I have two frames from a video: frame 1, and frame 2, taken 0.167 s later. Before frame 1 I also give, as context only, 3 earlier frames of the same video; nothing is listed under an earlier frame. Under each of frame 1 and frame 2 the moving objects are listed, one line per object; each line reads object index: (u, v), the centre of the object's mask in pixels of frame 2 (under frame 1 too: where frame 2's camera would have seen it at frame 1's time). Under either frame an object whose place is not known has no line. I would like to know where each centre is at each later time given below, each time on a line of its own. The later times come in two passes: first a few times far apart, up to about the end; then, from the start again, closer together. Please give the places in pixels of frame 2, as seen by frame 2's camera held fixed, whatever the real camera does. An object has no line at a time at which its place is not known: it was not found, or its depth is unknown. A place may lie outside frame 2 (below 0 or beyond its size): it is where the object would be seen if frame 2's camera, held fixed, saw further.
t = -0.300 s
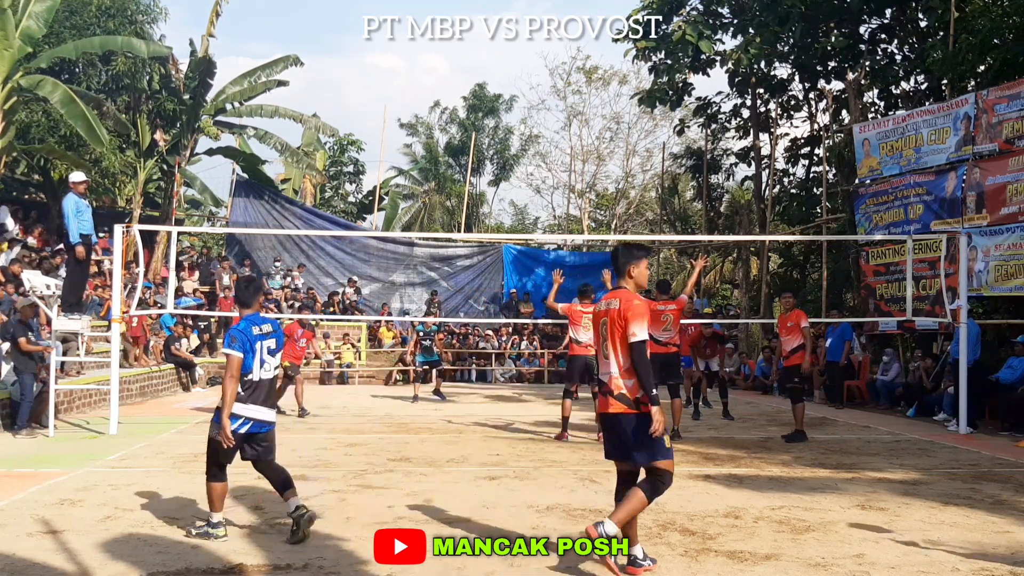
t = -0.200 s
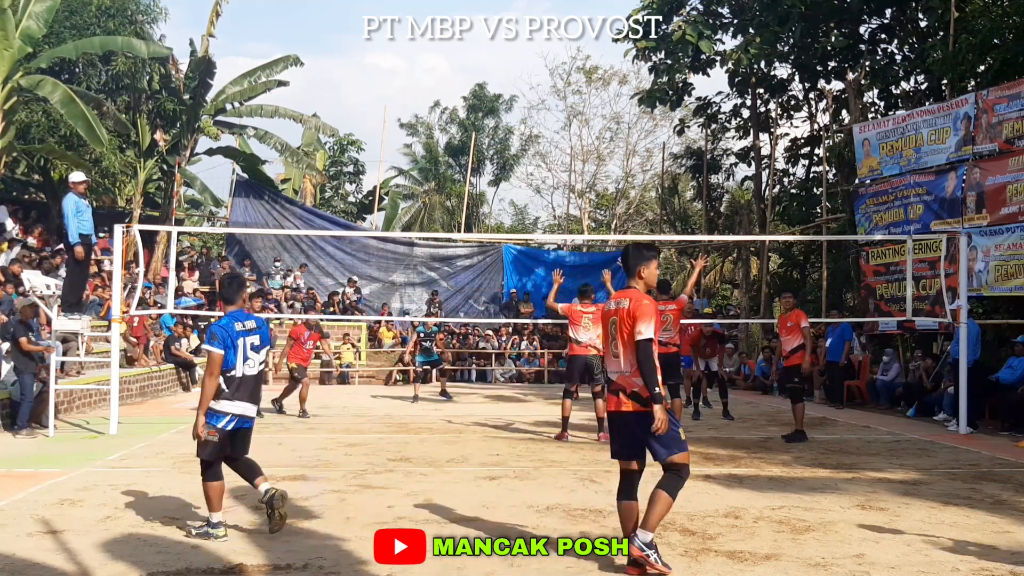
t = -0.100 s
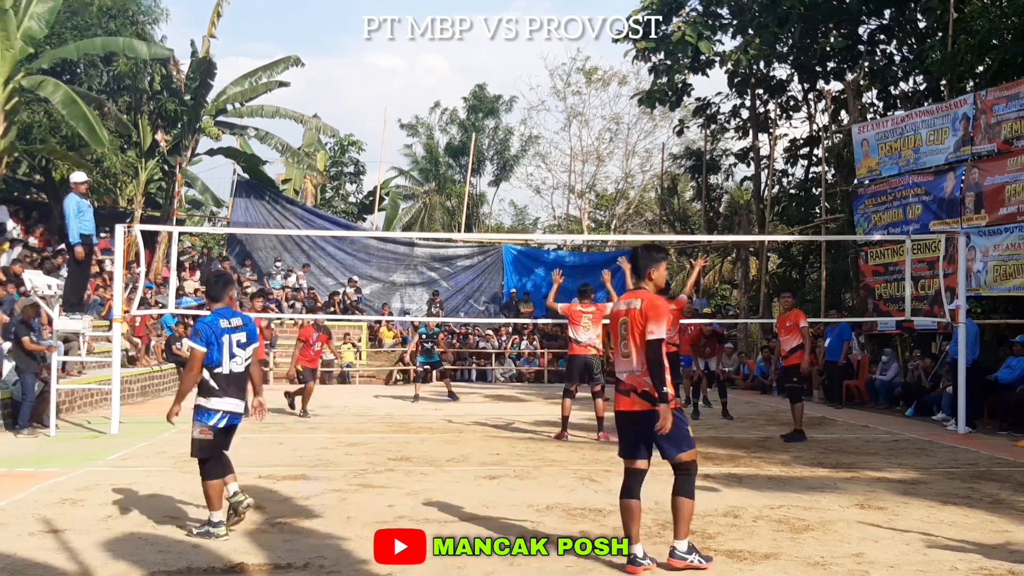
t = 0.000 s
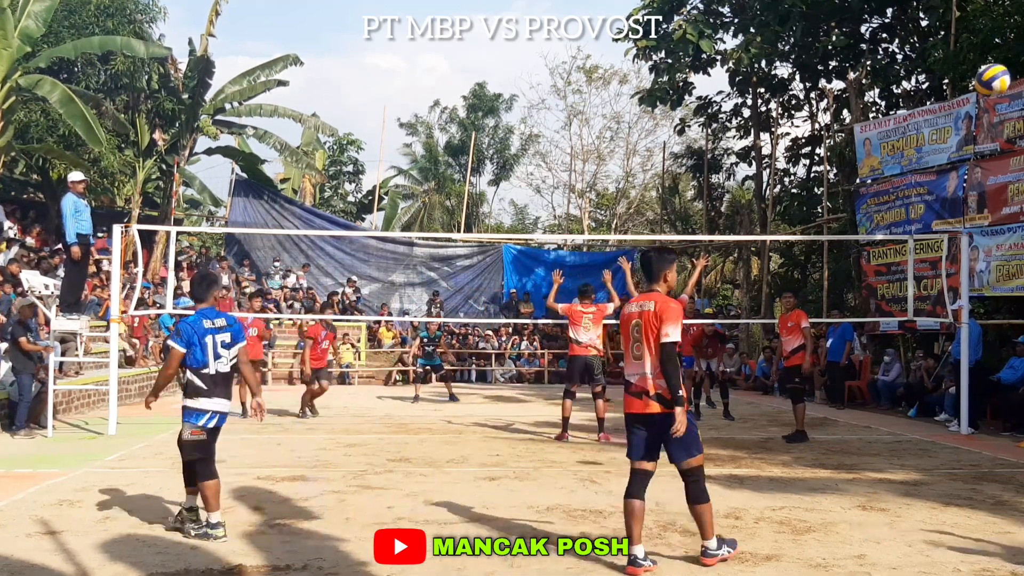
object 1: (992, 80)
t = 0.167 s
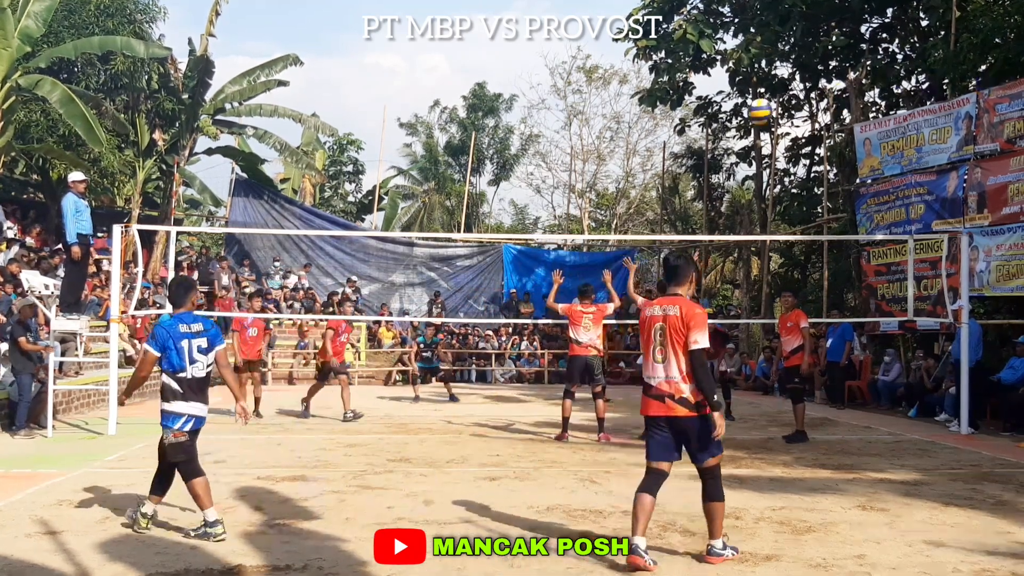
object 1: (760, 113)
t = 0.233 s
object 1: (697, 127)
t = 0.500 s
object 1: (535, 203)
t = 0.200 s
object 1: (727, 118)
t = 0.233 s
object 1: (697, 127)
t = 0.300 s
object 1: (645, 146)
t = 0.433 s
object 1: (565, 183)
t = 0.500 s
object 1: (535, 203)
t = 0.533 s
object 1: (521, 213)
